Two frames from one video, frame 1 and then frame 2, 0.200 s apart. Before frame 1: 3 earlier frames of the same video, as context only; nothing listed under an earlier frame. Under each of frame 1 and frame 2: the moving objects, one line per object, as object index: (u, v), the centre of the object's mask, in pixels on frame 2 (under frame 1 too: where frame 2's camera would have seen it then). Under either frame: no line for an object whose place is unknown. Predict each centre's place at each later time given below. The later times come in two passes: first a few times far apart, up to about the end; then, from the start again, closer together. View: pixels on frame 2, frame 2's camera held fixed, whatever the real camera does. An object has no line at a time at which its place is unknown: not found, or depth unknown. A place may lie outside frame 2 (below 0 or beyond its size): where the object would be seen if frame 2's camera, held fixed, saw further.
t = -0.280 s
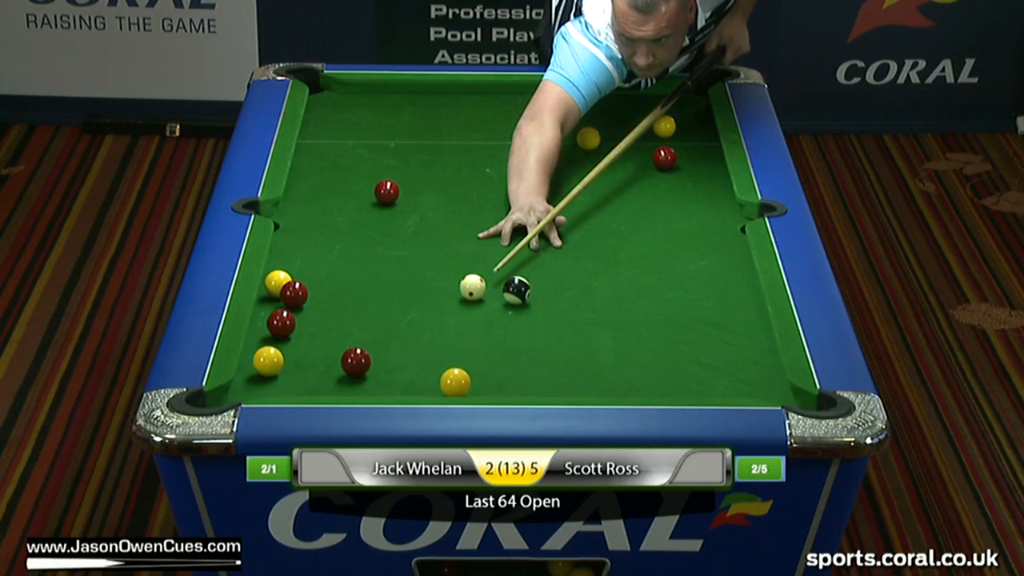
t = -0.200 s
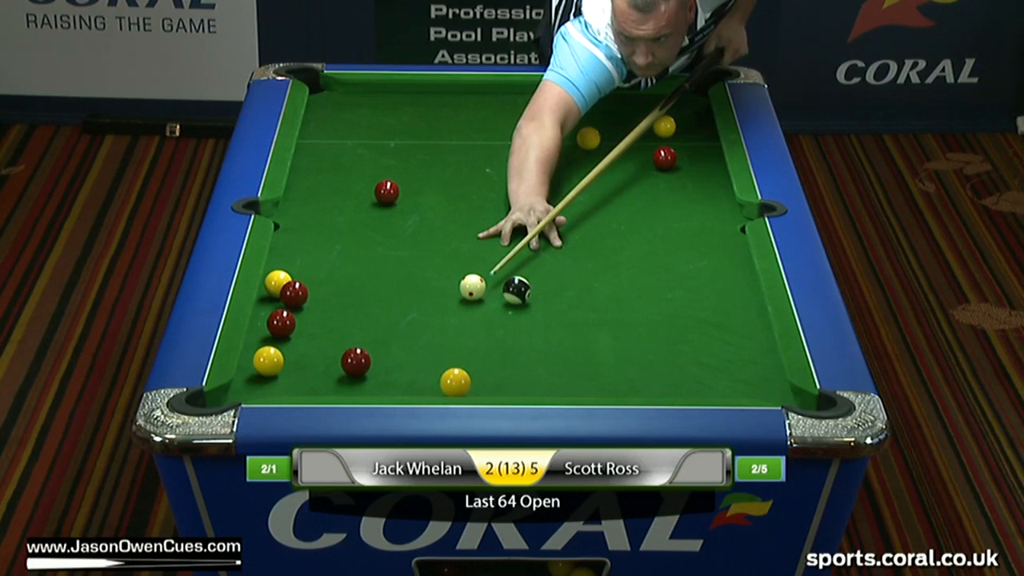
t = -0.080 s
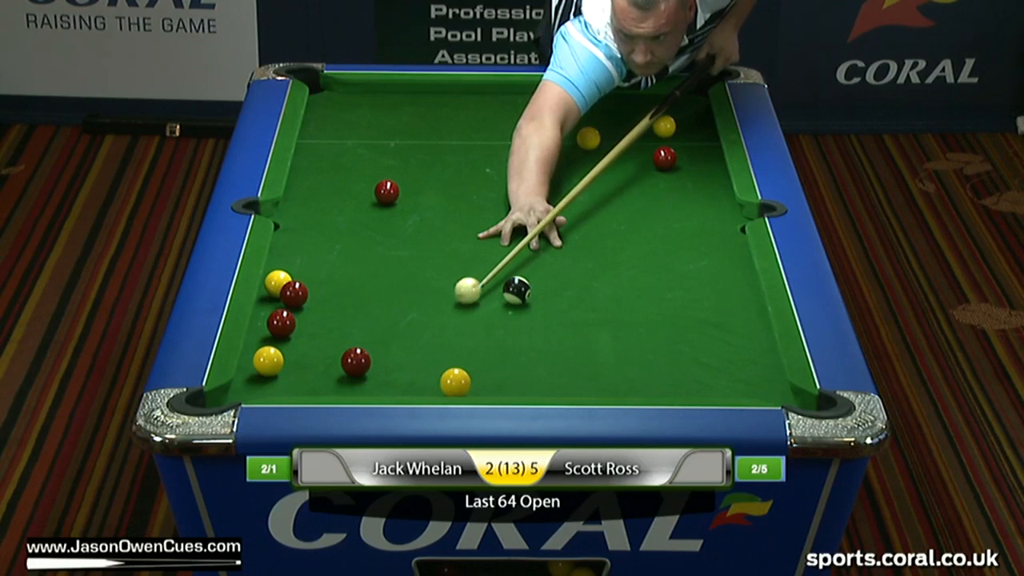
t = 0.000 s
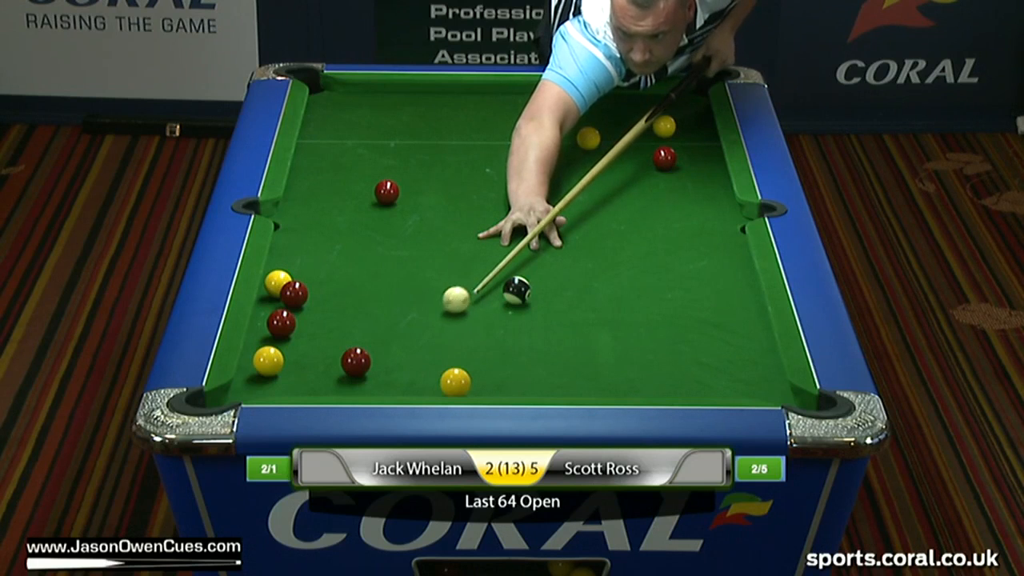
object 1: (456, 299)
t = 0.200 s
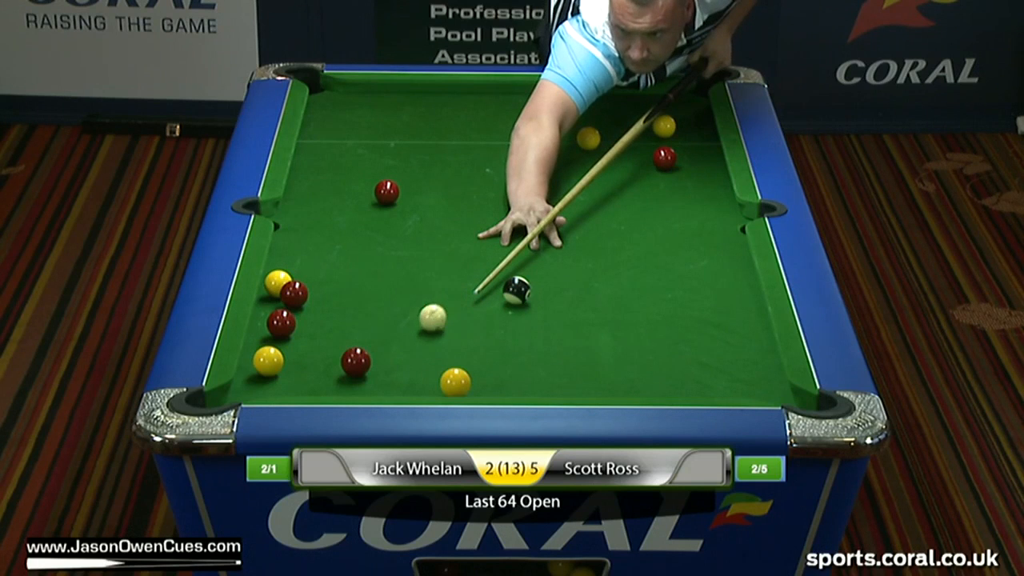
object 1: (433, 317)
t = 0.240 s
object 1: (428, 321)
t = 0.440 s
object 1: (405, 339)
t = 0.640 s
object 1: (383, 357)
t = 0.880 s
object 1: (393, 371)
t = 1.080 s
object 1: (400, 381)
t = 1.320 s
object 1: (410, 388)
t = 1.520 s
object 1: (417, 390)
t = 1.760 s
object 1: (424, 387)
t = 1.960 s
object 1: (426, 385)
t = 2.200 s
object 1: (425, 383)
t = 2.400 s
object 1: (425, 382)
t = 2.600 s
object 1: (425, 382)
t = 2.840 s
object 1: (425, 382)
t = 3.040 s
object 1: (425, 382)
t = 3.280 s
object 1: (425, 382)
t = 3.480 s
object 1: (425, 382)
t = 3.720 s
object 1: (425, 382)
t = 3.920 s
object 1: (425, 382)
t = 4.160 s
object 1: (425, 382)
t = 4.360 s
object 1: (425, 382)
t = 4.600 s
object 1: (425, 382)
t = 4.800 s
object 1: (425, 382)
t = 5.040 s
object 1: (425, 382)
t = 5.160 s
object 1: (426, 383)
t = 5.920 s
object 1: (425, 382)
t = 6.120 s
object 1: (425, 382)
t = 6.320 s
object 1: (425, 383)
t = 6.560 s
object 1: (425, 382)
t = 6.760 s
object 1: (425, 382)
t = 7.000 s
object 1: (425, 382)
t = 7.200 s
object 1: (425, 382)
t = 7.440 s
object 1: (425, 382)
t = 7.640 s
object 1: (425, 382)
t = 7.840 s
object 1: (425, 382)
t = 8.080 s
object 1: (425, 382)
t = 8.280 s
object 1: (425, 382)
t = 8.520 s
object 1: (425, 382)
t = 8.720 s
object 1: (425, 382)
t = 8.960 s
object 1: (425, 383)
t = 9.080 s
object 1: (425, 383)
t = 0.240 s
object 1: (428, 321)
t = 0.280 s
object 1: (423, 325)
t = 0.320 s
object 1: (419, 328)
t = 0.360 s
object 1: (414, 332)
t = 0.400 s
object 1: (409, 336)
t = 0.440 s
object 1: (405, 339)
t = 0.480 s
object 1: (400, 343)
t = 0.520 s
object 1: (396, 346)
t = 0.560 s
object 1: (392, 350)
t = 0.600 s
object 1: (388, 353)
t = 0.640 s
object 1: (383, 357)
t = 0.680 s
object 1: (385, 359)
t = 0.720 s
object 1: (386, 362)
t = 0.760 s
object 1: (388, 364)
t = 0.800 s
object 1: (389, 366)
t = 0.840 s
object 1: (391, 368)
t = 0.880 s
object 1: (393, 371)
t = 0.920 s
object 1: (394, 373)
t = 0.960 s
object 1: (396, 375)
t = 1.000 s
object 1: (397, 377)
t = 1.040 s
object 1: (399, 379)
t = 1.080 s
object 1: (400, 381)
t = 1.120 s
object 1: (402, 382)
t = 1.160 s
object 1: (404, 384)
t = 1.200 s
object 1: (405, 385)
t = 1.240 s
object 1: (406, 386)
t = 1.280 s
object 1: (408, 387)
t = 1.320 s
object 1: (410, 388)
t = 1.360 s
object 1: (411, 389)
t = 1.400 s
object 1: (413, 390)
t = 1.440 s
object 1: (414, 391)
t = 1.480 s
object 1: (416, 390)
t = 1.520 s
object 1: (417, 390)
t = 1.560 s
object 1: (418, 389)
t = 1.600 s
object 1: (419, 389)
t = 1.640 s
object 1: (421, 388)
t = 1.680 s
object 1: (422, 388)
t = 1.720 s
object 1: (423, 387)
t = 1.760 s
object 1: (424, 387)
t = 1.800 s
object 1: (425, 386)
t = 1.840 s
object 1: (426, 386)
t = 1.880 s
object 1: (426, 385)
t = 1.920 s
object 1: (426, 385)
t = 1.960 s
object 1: (426, 385)
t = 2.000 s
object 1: (426, 384)
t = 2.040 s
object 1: (426, 384)
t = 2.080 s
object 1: (426, 384)
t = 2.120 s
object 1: (425, 384)
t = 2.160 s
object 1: (425, 383)
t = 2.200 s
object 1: (425, 383)
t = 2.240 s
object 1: (425, 383)
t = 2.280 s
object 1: (425, 383)
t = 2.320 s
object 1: (425, 383)
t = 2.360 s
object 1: (425, 382)
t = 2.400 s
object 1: (425, 382)
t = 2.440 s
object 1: (425, 382)
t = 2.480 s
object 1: (425, 382)
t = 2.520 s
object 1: (425, 382)
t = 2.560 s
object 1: (425, 382)
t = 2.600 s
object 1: (425, 382)
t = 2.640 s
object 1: (425, 382)
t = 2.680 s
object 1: (425, 382)
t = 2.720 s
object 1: (425, 382)
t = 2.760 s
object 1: (425, 382)
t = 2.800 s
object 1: (425, 382)
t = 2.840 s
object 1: (425, 382)
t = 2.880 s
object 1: (425, 382)
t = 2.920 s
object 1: (425, 382)
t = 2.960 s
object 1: (425, 382)
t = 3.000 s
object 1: (425, 382)
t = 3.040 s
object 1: (425, 382)
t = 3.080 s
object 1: (425, 382)
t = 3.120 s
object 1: (425, 382)
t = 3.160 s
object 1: (425, 382)
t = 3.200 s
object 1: (425, 382)
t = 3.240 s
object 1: (425, 382)
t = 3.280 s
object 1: (425, 382)
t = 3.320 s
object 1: (425, 382)
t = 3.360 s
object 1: (425, 382)
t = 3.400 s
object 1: (425, 382)
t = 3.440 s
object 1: (425, 382)
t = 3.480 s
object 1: (425, 382)
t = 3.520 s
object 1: (425, 382)
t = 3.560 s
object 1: (425, 382)
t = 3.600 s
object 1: (425, 382)
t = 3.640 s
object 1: (425, 382)
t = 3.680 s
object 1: (425, 382)
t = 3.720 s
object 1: (425, 382)
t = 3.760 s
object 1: (425, 382)
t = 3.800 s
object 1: (425, 382)
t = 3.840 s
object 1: (425, 382)
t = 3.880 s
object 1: (425, 382)
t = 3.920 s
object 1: (425, 382)
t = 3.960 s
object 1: (425, 382)
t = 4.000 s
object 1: (425, 382)
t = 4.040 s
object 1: (425, 382)
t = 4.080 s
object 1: (425, 382)
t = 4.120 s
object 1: (425, 382)
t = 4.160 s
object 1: (425, 382)
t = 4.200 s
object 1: (425, 382)
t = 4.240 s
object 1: (425, 382)
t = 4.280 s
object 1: (425, 382)
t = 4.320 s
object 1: (425, 382)
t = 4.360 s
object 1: (425, 382)
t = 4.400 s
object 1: (425, 382)
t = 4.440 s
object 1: (425, 382)
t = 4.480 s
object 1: (425, 382)
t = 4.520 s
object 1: (425, 382)
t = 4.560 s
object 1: (425, 382)
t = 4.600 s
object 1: (425, 382)
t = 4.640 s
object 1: (425, 382)
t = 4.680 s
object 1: (425, 382)
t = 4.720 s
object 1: (425, 382)
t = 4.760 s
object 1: (425, 382)
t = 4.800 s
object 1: (425, 382)
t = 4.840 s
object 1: (425, 382)
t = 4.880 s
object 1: (425, 382)
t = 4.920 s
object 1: (425, 382)
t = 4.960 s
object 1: (425, 382)
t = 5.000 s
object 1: (425, 382)
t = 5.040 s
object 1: (425, 382)
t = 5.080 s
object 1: (425, 382)
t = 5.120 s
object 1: (425, 382)
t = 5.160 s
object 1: (426, 383)
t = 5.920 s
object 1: (425, 382)
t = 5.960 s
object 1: (425, 382)
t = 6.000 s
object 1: (425, 382)
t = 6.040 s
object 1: (425, 383)
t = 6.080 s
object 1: (425, 383)
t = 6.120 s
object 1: (425, 382)
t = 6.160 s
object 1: (425, 383)
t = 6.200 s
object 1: (425, 383)
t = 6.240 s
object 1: (425, 383)
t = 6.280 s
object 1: (425, 383)
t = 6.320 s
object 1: (425, 383)
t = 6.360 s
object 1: (425, 383)
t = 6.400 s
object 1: (425, 383)
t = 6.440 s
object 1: (425, 382)
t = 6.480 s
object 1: (425, 382)
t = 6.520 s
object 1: (425, 382)
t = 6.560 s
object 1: (425, 382)
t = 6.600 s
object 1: (425, 383)
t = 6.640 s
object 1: (425, 383)
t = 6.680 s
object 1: (425, 383)
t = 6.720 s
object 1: (425, 383)
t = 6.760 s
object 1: (425, 382)
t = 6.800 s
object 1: (425, 383)
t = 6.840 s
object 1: (425, 383)
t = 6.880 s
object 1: (425, 382)
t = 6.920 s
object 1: (425, 382)
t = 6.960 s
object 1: (425, 382)
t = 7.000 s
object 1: (425, 382)
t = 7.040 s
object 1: (425, 382)
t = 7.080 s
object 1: (425, 382)
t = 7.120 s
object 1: (425, 382)
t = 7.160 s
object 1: (425, 382)
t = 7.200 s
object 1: (425, 382)
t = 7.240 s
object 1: (425, 382)
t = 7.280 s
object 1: (425, 382)
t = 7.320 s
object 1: (425, 382)
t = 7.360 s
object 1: (425, 382)
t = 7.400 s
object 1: (425, 382)
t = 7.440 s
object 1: (425, 382)
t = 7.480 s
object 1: (425, 382)
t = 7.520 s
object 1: (425, 382)
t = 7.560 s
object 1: (425, 382)
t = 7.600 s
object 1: (425, 382)
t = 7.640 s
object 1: (425, 382)
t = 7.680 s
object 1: (425, 382)
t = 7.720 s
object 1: (425, 382)
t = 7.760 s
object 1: (425, 382)
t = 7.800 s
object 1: (425, 382)
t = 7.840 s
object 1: (425, 382)
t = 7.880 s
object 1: (425, 382)
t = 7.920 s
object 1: (425, 382)
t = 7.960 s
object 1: (425, 382)
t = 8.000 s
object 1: (425, 382)
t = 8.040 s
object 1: (425, 382)
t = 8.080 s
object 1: (425, 382)
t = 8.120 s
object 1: (425, 382)
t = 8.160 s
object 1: (425, 382)
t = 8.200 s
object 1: (425, 382)
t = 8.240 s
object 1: (425, 382)
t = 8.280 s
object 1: (425, 382)
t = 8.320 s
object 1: (425, 382)
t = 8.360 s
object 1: (425, 382)
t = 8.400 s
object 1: (425, 382)
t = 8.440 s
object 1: (425, 382)
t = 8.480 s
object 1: (425, 382)
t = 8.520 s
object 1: (425, 382)
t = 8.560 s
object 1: (425, 382)
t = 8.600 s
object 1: (425, 382)
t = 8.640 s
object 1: (425, 382)
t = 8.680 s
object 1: (425, 382)
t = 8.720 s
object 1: (425, 382)
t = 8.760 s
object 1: (425, 382)
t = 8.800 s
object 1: (425, 382)
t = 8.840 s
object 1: (425, 382)
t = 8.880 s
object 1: (425, 382)
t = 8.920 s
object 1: (425, 382)
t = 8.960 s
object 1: (425, 383)
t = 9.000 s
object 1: (425, 383)
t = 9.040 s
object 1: (425, 382)
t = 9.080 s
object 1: (425, 383)
